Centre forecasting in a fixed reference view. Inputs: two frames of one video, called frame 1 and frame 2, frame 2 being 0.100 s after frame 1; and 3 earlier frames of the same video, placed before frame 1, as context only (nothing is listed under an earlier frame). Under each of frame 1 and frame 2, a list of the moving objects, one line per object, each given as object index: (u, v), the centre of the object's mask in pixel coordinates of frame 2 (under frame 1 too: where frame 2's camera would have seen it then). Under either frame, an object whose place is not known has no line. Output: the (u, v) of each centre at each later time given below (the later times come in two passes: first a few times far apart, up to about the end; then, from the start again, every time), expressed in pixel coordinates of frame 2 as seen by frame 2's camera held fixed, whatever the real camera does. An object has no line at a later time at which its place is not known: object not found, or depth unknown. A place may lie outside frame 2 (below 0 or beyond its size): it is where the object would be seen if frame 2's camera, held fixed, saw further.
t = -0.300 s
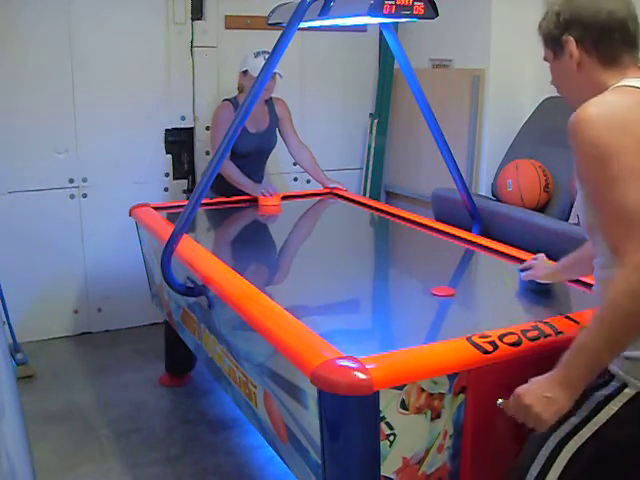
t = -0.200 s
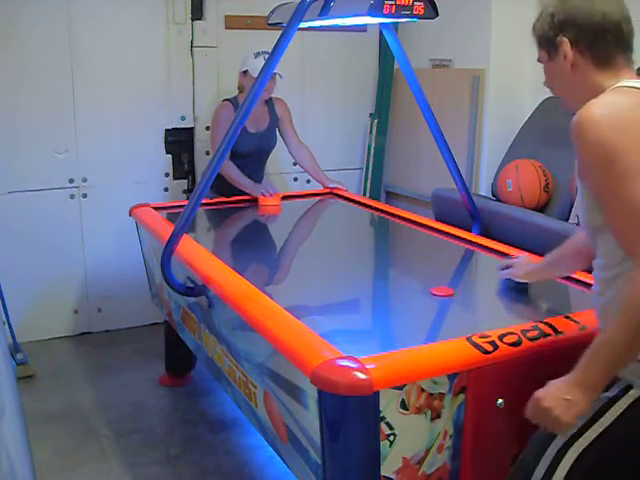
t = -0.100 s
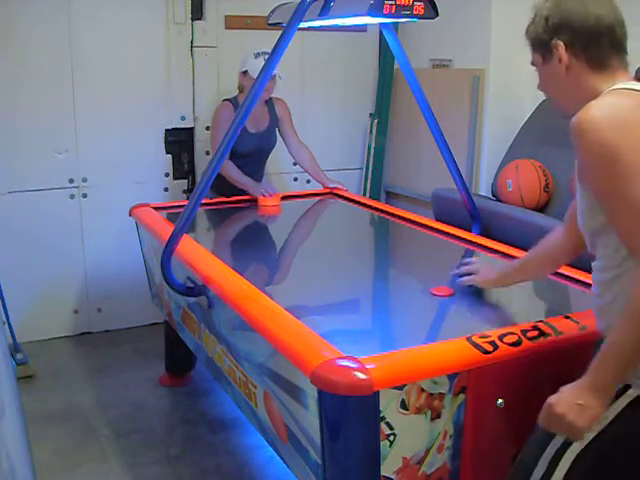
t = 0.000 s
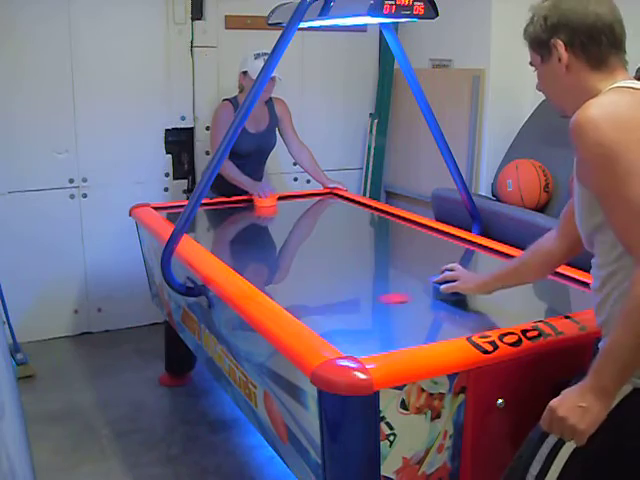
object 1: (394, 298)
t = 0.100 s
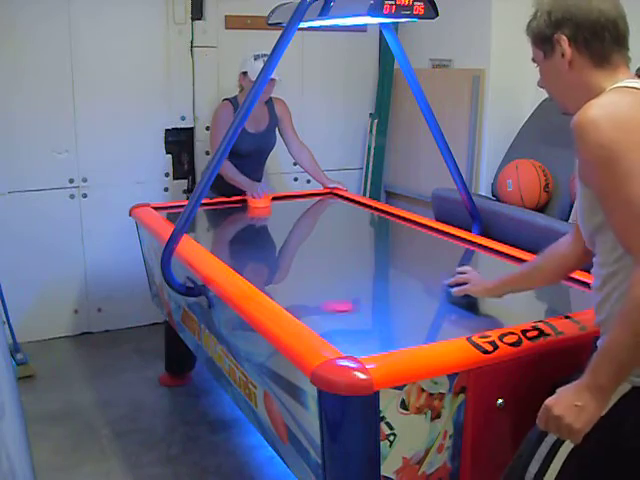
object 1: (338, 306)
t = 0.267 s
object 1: (310, 310)
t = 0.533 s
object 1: (375, 298)
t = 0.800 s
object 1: (435, 287)
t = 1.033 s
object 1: (482, 277)
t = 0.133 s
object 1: (320, 310)
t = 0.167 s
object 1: (302, 311)
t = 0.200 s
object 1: (298, 312)
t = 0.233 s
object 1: (302, 311)
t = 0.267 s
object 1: (310, 310)
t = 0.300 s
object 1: (318, 308)
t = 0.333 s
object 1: (327, 307)
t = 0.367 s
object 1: (335, 305)
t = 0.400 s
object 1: (343, 304)
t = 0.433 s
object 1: (352, 302)
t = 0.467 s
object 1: (359, 301)
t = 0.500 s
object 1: (366, 300)
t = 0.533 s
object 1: (375, 298)
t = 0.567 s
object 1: (383, 297)
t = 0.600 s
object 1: (390, 295)
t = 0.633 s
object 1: (398, 293)
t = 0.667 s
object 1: (405, 293)
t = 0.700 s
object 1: (413, 291)
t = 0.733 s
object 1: (420, 290)
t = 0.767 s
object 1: (427, 288)
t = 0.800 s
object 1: (435, 287)
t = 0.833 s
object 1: (442, 285)
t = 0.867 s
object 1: (450, 284)
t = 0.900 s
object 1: (457, 283)
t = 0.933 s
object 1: (462, 281)
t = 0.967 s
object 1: (468, 280)
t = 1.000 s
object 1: (475, 278)
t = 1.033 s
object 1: (482, 277)
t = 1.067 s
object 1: (489, 276)
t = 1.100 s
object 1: (495, 275)
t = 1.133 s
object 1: (501, 274)
